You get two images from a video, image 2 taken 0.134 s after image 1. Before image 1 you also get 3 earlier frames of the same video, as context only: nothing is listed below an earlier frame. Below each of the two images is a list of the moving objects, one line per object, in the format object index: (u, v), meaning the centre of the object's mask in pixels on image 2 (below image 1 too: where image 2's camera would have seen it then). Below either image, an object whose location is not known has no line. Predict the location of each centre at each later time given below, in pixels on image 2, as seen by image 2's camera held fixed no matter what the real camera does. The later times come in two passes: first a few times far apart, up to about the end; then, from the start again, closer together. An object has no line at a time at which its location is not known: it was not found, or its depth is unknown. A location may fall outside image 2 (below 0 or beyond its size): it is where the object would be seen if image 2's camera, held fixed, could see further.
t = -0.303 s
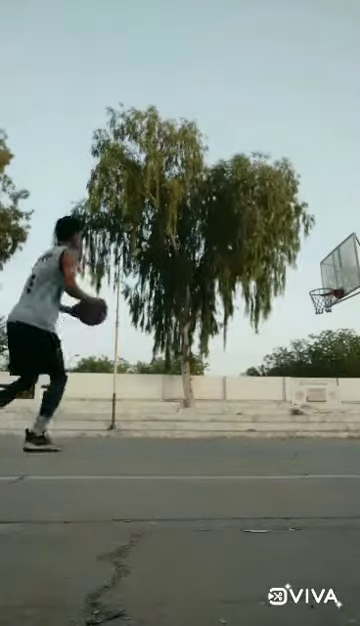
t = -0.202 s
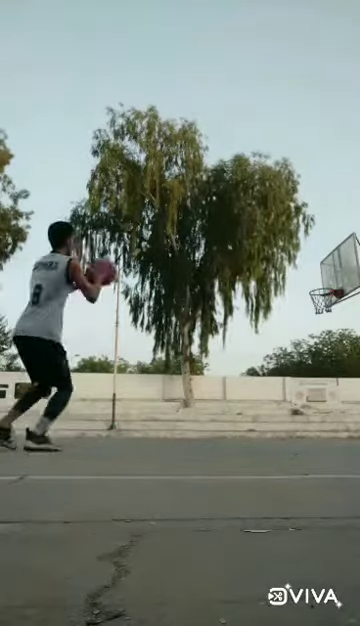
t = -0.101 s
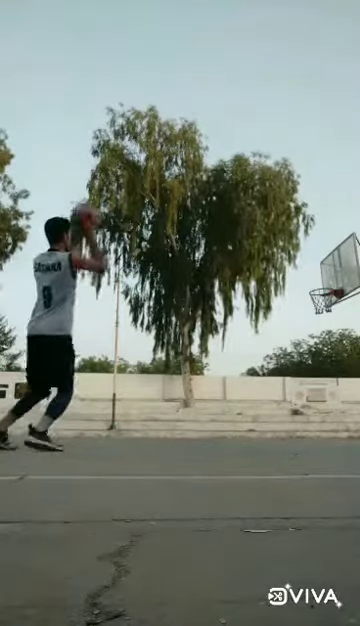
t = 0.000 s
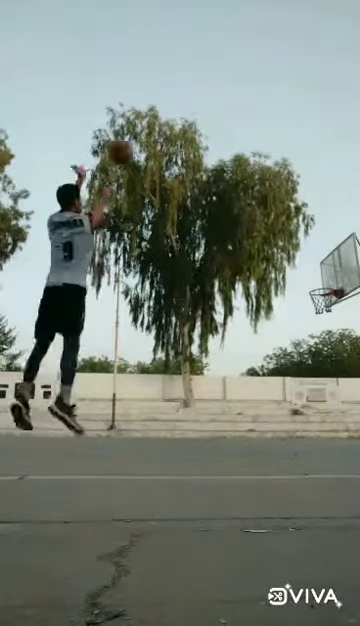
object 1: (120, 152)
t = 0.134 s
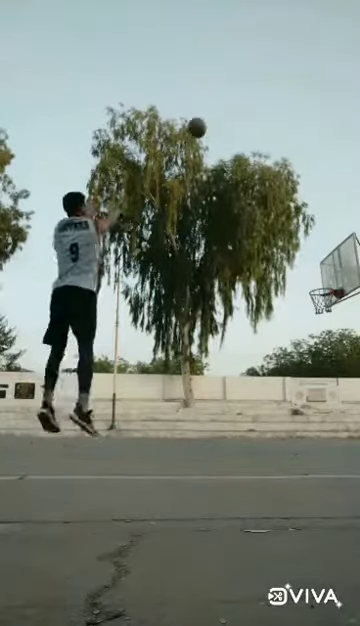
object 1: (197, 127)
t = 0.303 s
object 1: (253, 152)
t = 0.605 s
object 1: (316, 269)
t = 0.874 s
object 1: (321, 303)
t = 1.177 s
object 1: (344, 391)
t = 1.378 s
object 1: (352, 385)
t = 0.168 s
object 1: (212, 129)
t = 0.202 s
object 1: (219, 131)
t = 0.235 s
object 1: (231, 136)
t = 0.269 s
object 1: (243, 143)
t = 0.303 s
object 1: (253, 152)
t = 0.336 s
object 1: (258, 157)
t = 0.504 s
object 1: (296, 218)
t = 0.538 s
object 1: (302, 233)
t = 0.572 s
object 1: (310, 250)
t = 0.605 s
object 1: (316, 269)
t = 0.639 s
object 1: (323, 289)
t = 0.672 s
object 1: (323, 293)
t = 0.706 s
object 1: (315, 299)
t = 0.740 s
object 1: (315, 296)
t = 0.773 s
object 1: (315, 296)
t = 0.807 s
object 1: (316, 297)
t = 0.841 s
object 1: (318, 301)
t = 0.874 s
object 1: (321, 303)
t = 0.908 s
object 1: (323, 307)
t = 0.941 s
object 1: (326, 312)
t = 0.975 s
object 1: (327, 316)
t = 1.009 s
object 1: (330, 326)
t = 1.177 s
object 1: (344, 391)
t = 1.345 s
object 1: (351, 397)
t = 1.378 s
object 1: (352, 385)
